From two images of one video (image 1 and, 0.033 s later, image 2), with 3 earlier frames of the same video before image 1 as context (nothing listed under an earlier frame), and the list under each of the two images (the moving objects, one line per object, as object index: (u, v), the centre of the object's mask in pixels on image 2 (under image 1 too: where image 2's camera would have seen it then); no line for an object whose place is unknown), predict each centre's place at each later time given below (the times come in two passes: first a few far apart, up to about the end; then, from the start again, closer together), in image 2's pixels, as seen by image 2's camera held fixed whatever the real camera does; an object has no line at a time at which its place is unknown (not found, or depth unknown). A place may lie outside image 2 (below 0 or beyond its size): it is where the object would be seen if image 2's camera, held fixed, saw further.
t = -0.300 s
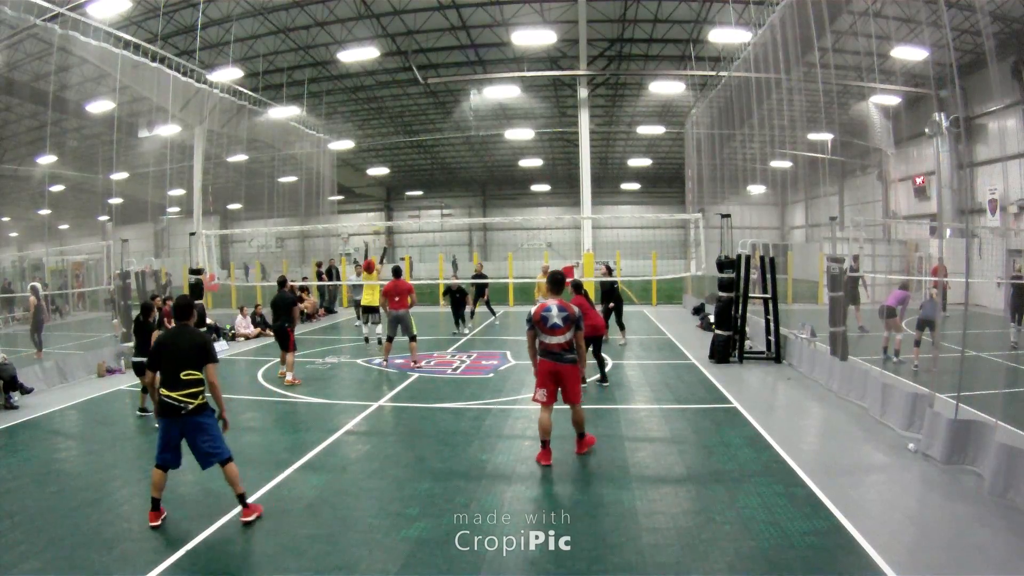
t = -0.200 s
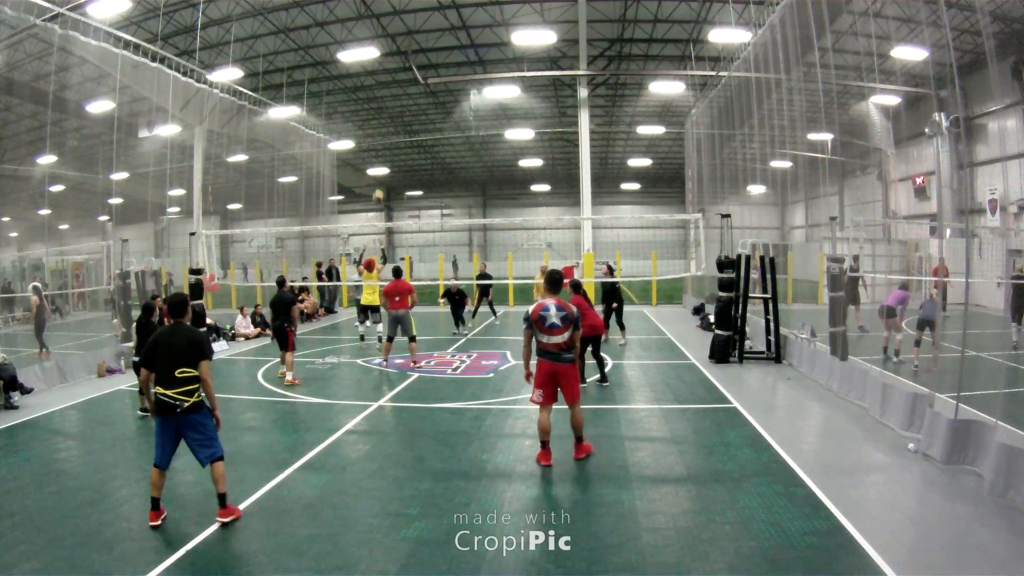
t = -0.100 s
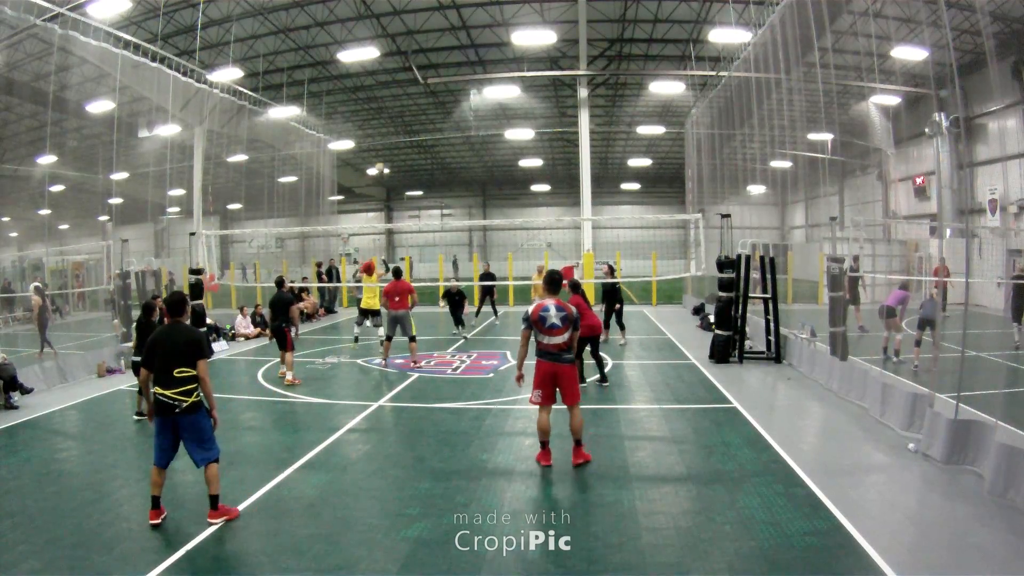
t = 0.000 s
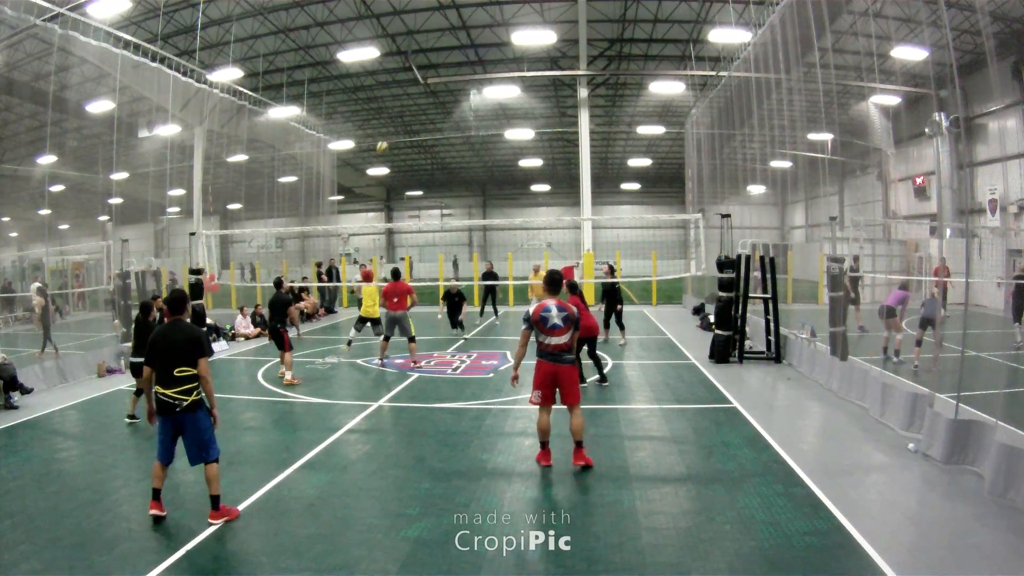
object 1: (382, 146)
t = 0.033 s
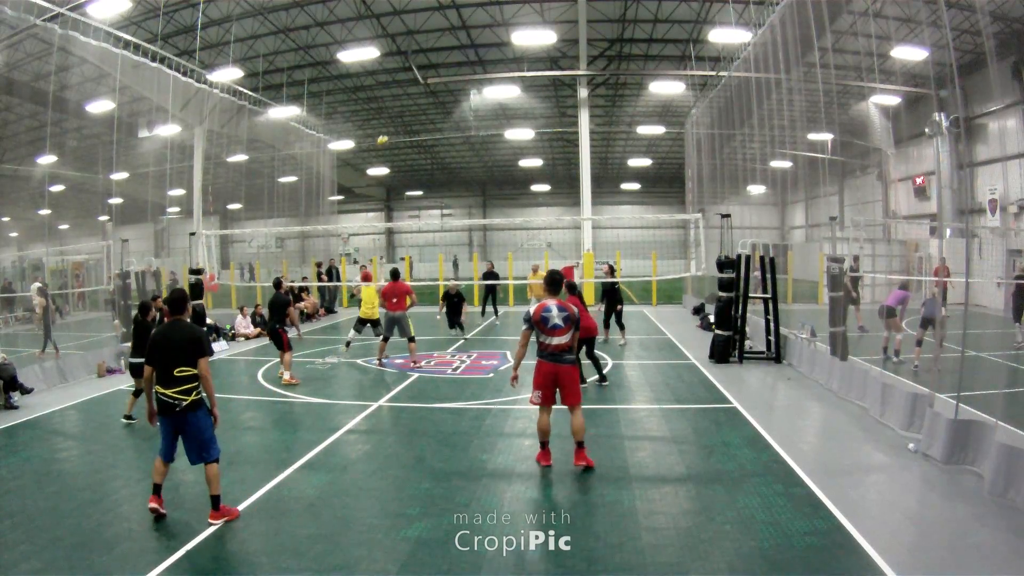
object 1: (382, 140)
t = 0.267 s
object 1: (388, 113)
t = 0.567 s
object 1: (395, 117)
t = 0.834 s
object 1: (400, 157)
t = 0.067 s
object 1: (383, 134)
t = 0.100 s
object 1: (385, 130)
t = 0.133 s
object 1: (385, 125)
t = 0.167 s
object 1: (386, 121)
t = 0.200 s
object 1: (387, 118)
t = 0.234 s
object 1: (387, 116)
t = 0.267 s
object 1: (388, 113)
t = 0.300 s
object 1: (388, 112)
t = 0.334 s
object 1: (389, 111)
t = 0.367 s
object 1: (390, 110)
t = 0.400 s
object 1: (390, 111)
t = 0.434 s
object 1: (391, 110)
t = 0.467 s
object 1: (392, 111)
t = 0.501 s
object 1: (393, 112)
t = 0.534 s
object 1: (394, 114)
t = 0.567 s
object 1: (395, 117)
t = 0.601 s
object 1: (395, 120)
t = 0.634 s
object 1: (396, 123)
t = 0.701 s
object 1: (397, 132)
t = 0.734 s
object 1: (398, 138)
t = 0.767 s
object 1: (398, 143)
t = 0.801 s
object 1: (399, 150)
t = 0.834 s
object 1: (400, 157)
